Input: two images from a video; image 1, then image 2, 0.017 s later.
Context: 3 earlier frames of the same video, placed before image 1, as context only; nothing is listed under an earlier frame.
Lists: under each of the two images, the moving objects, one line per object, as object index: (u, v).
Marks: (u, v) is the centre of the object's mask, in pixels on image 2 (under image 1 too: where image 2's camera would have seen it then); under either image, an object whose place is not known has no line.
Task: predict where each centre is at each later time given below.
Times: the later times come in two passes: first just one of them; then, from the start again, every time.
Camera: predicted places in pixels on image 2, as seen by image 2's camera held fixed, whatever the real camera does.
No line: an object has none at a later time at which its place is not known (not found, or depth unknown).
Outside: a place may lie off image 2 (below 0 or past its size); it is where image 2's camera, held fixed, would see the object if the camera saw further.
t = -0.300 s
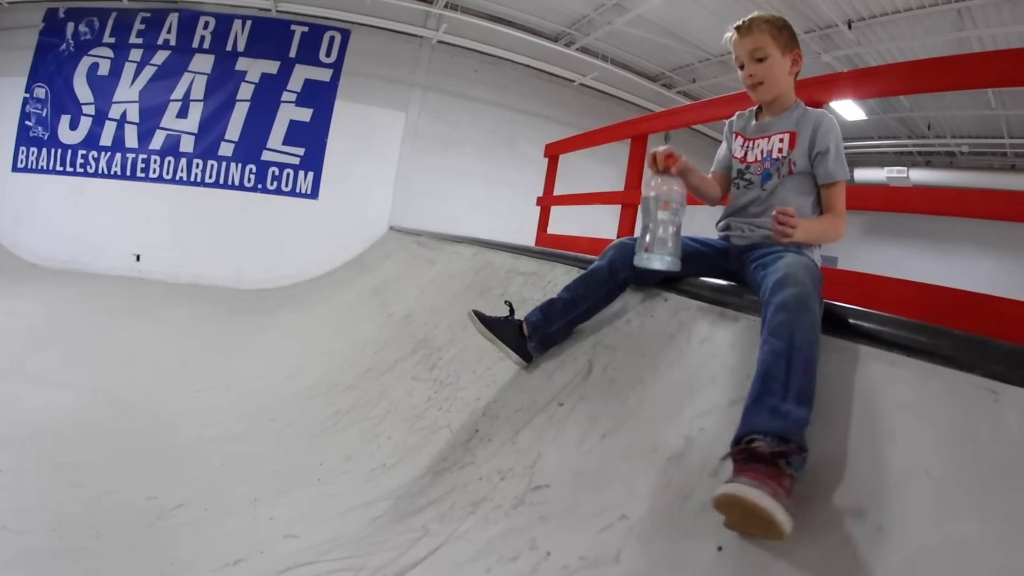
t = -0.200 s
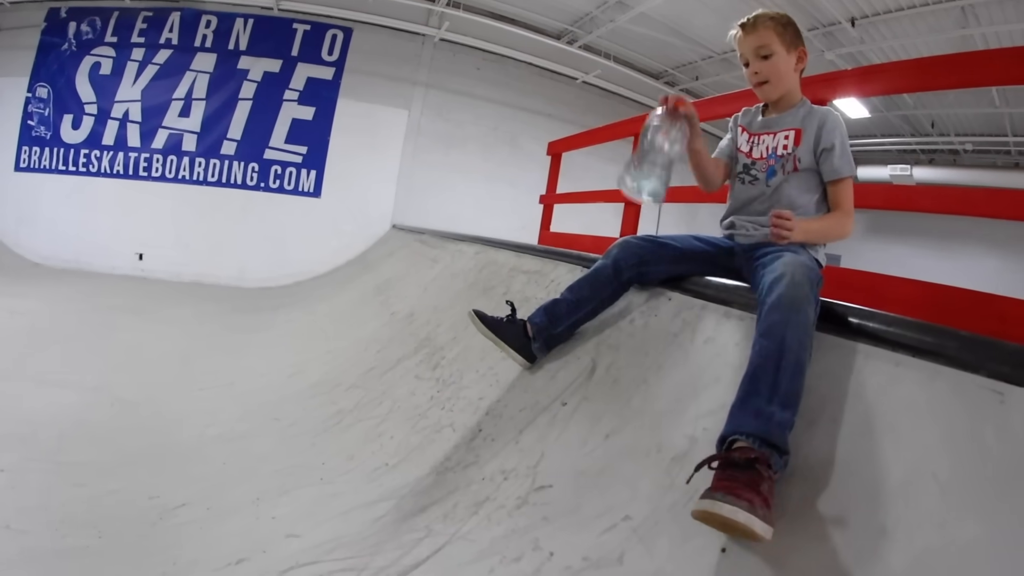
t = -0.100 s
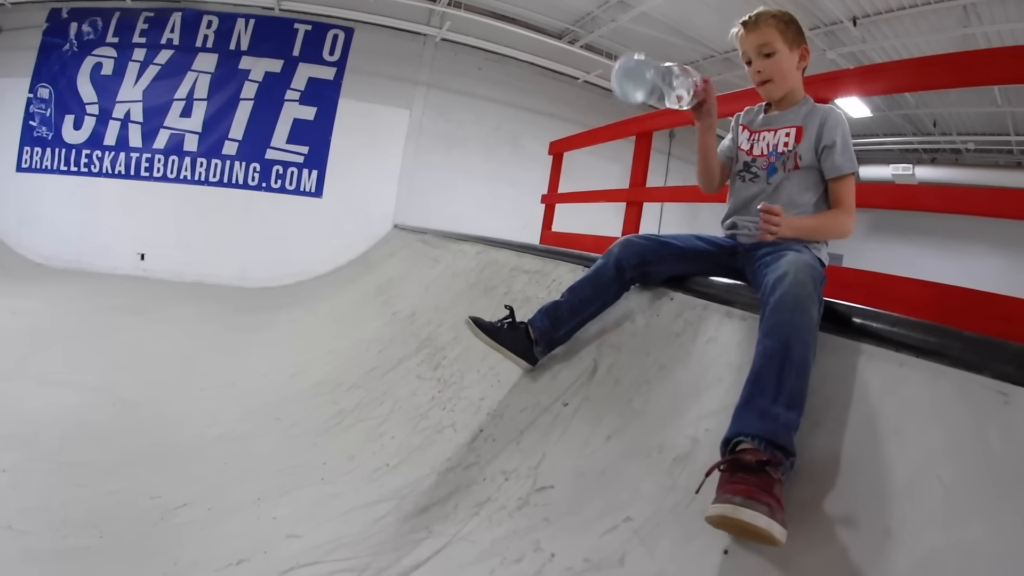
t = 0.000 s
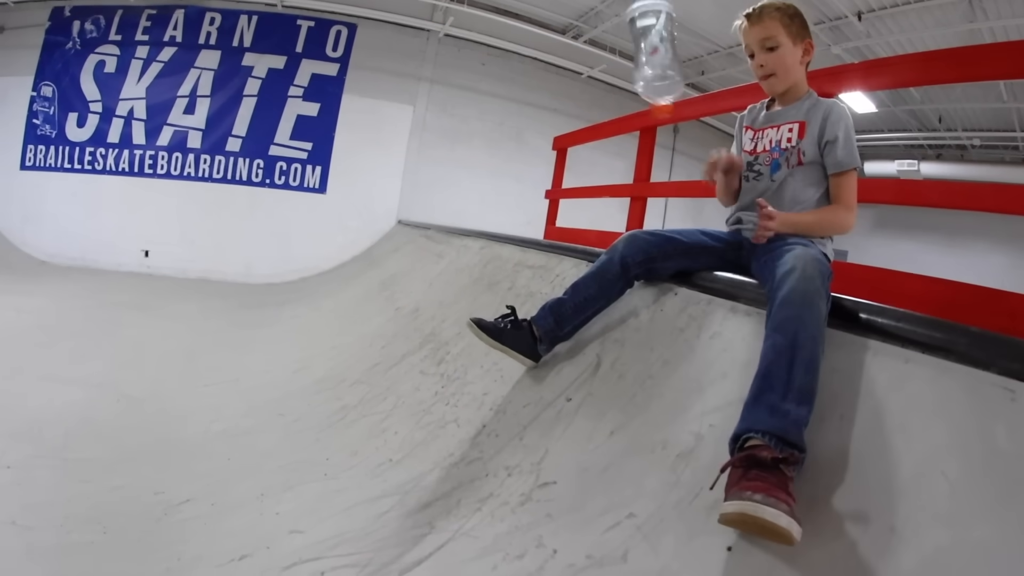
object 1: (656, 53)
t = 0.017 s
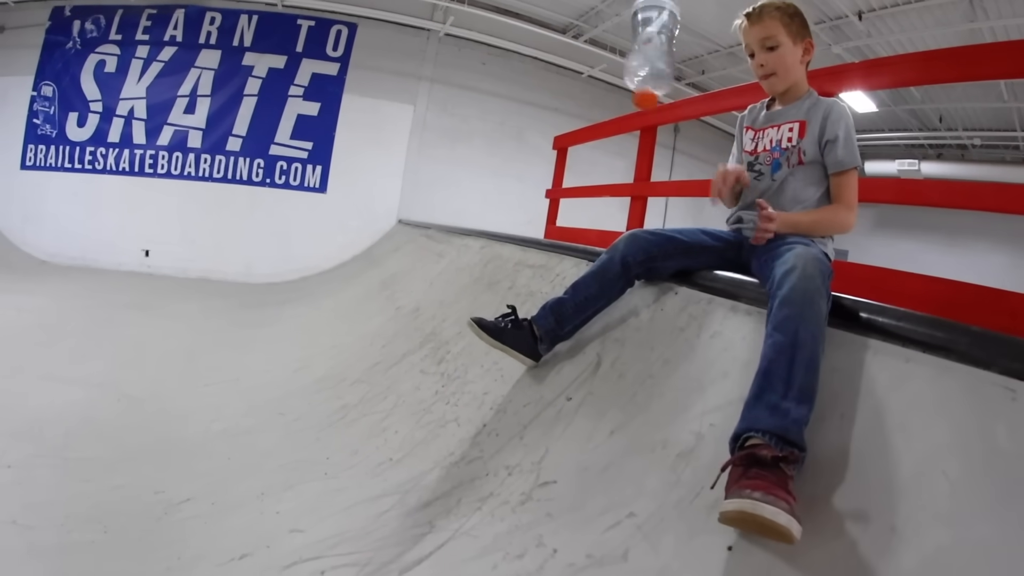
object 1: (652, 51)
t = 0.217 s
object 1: (632, 111)
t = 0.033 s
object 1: (647, 46)
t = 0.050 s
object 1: (643, 43)
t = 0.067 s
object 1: (641, 40)
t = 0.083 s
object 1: (639, 40)
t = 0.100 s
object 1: (638, 43)
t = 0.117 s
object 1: (637, 47)
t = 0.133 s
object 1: (637, 53)
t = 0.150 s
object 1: (636, 61)
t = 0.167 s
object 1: (635, 72)
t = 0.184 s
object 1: (634, 83)
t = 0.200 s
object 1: (634, 96)
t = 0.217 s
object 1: (632, 111)
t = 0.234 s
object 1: (632, 128)
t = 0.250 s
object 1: (629, 148)
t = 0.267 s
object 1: (627, 172)
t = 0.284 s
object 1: (626, 199)
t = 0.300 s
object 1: (623, 224)
